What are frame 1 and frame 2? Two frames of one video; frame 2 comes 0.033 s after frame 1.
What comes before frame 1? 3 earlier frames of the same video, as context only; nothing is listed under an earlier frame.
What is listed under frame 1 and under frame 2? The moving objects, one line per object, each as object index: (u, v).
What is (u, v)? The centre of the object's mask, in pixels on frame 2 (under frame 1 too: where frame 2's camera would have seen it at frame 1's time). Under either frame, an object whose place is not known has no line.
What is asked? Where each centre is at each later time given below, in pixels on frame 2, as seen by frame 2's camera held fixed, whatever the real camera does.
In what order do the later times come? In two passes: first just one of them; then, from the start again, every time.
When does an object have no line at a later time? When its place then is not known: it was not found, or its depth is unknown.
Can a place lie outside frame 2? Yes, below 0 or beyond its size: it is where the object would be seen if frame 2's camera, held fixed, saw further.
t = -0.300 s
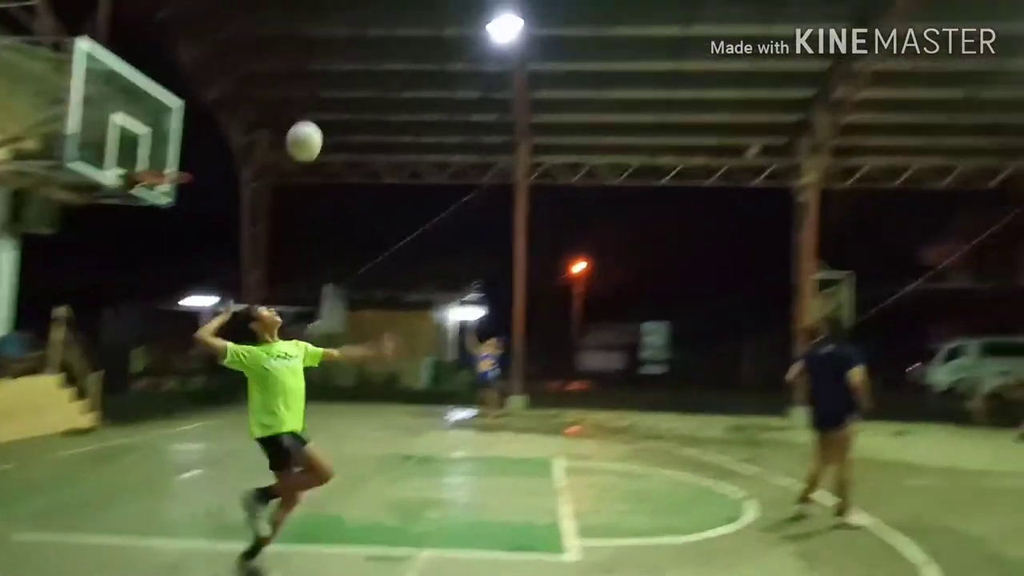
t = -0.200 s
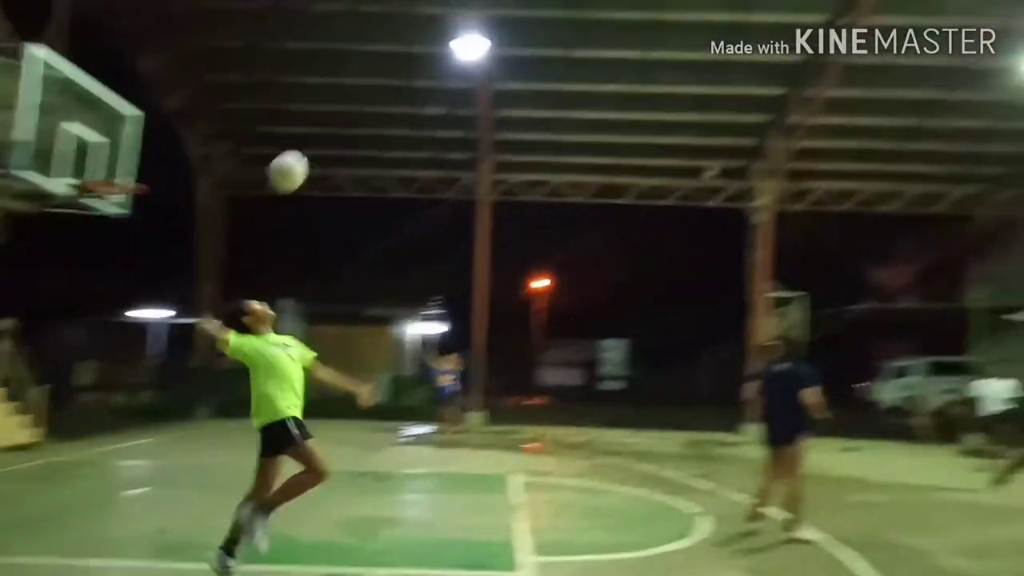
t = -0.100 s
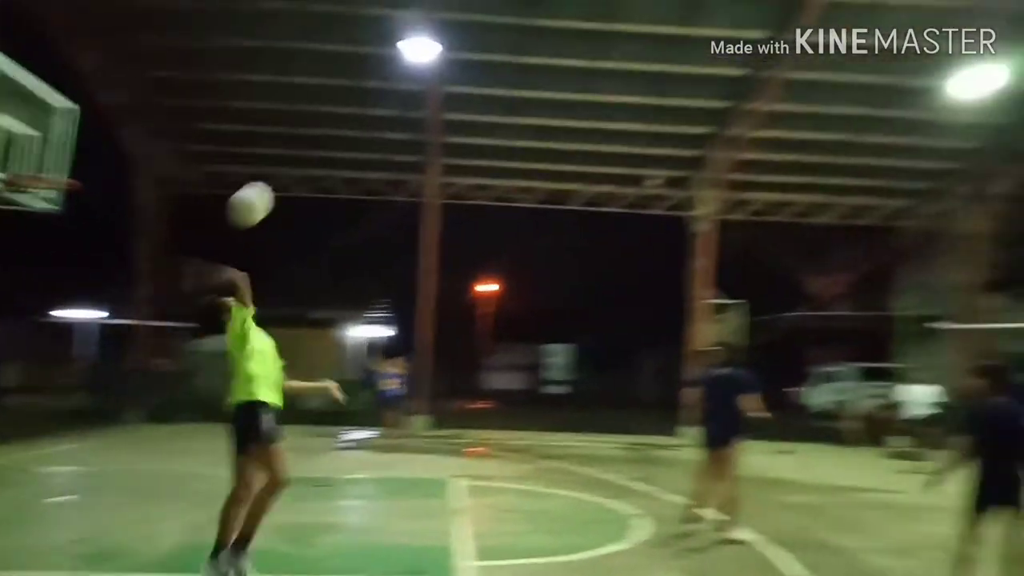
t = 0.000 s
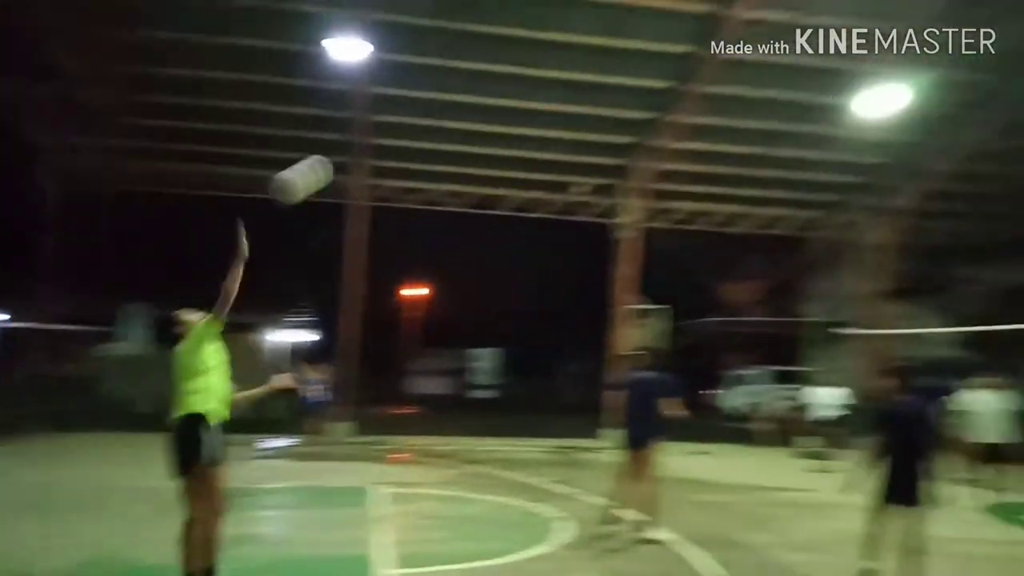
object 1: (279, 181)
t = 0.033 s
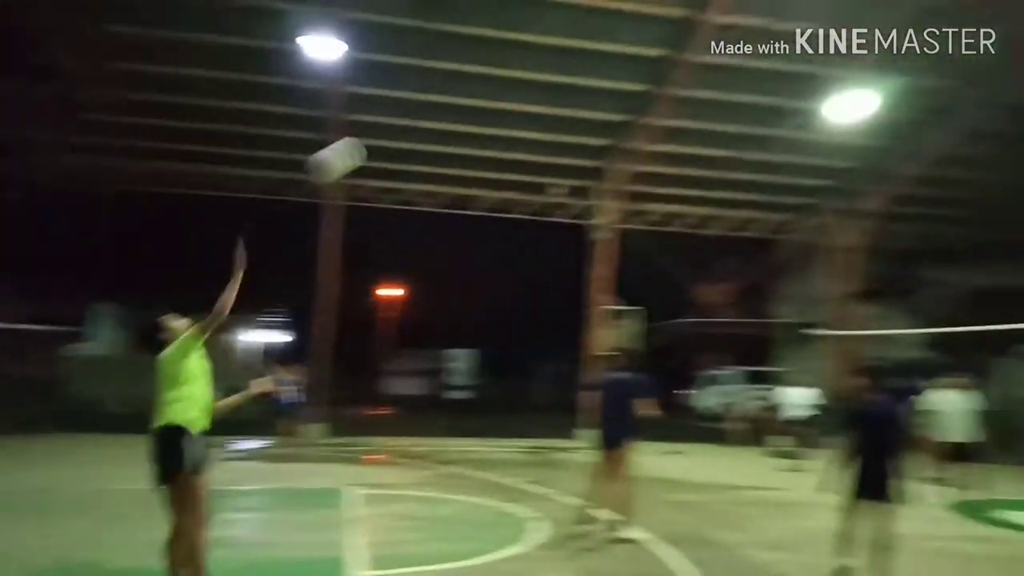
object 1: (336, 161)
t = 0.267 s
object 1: (626, 96)
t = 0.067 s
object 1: (390, 144)
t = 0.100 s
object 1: (440, 130)
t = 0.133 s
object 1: (482, 121)
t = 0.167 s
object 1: (522, 112)
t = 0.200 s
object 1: (559, 105)
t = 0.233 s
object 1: (594, 99)
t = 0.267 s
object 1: (626, 96)
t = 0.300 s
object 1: (656, 94)
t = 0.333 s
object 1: (684, 93)
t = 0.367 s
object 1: (709, 94)
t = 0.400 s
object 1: (732, 96)
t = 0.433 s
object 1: (754, 100)
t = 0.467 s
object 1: (774, 104)
